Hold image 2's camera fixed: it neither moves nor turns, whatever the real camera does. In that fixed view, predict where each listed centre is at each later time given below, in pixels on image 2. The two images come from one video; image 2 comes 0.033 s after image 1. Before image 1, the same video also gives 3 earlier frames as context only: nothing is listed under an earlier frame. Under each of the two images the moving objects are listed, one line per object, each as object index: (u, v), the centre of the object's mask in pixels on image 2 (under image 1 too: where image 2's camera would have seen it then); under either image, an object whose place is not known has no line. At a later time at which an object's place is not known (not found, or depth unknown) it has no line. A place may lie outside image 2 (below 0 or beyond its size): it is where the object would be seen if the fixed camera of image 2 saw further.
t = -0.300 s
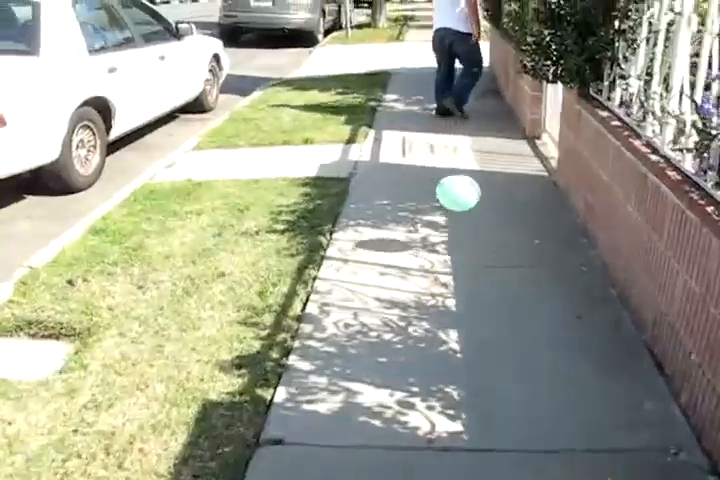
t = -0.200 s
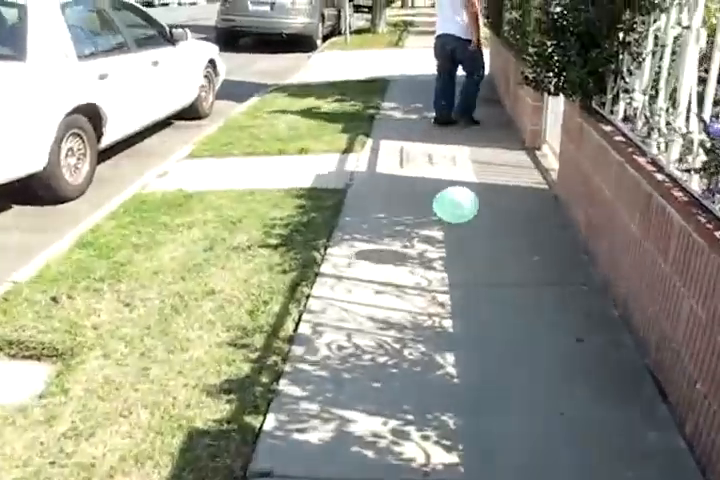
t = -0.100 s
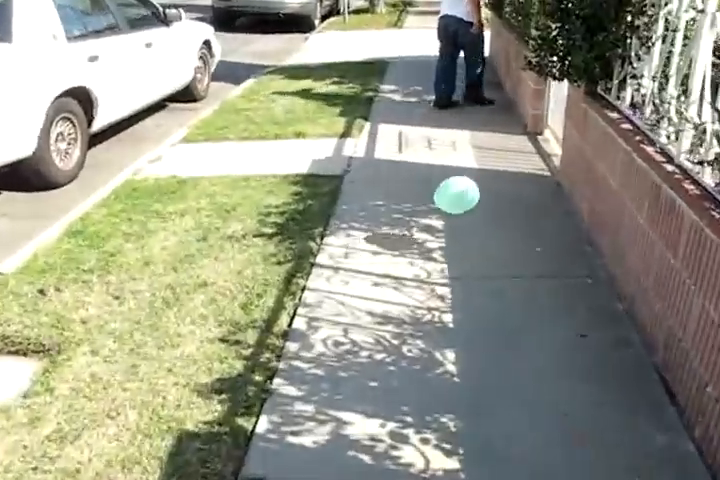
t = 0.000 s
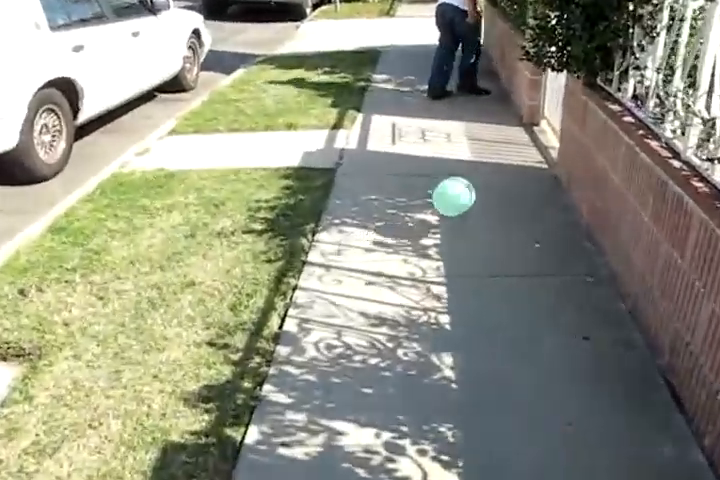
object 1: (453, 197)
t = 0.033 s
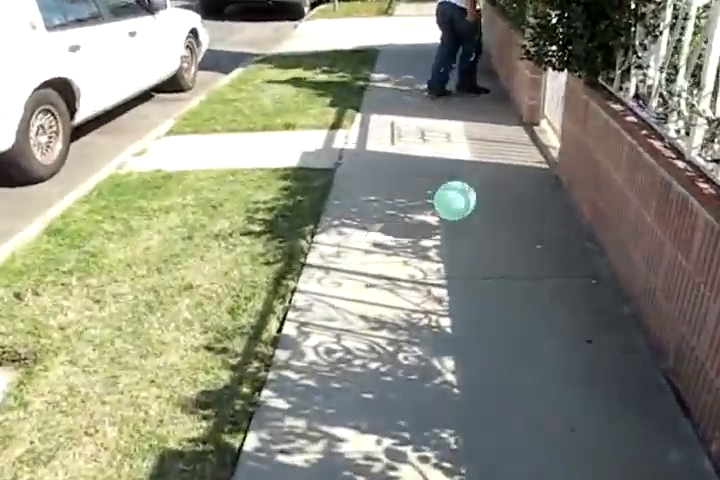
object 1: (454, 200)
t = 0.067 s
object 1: (454, 204)
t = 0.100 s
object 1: (455, 208)
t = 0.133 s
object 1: (456, 211)
